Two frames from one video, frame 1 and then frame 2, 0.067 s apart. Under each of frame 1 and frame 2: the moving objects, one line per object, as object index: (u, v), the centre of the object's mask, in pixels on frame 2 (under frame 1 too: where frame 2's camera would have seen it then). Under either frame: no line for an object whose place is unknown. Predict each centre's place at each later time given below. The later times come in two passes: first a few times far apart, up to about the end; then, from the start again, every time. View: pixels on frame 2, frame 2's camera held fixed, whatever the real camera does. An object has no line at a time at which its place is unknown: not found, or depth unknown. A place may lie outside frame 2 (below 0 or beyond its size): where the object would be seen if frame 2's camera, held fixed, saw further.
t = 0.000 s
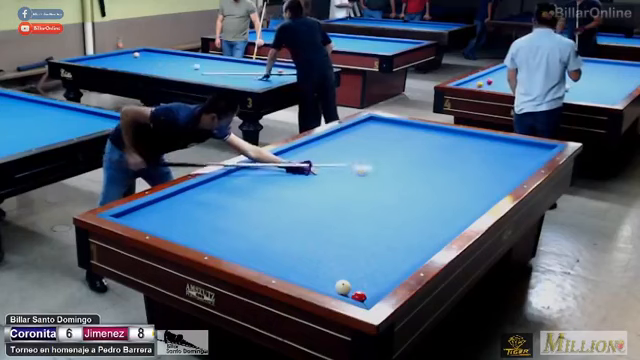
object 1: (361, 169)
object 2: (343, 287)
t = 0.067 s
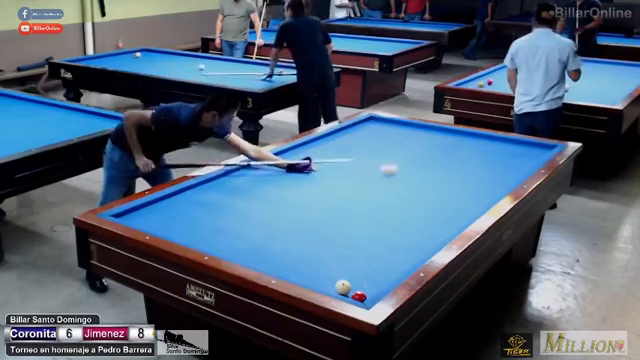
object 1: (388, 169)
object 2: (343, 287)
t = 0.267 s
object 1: (461, 169)
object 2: (343, 287)
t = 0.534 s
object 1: (513, 160)
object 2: (343, 287)
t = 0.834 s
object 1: (486, 140)
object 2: (343, 287)
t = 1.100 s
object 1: (445, 135)
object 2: (343, 287)
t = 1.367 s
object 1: (400, 135)
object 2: (343, 287)
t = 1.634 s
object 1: (355, 135)
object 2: (343, 287)
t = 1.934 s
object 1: (333, 140)
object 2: (343, 287)
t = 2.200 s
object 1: (336, 149)
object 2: (343, 287)
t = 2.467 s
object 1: (339, 159)
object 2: (343, 287)
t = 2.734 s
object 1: (343, 171)
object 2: (343, 287)
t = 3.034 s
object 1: (347, 185)
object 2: (343, 287)
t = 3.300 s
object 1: (351, 199)
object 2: (343, 287)
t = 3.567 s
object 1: (356, 214)
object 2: (343, 287)
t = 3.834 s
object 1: (361, 230)
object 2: (343, 287)
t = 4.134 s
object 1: (368, 251)
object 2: (343, 287)
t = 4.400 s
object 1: (375, 272)
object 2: (343, 287)
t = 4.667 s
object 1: (364, 285)
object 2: (343, 287)
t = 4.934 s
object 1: (356, 288)
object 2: (327, 284)
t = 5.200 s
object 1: (353, 287)
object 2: (321, 281)
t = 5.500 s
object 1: (351, 286)
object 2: (315, 277)
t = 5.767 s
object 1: (350, 286)
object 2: (310, 273)
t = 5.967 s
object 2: (306, 271)
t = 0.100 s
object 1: (400, 169)
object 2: (343, 287)
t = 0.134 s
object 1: (413, 169)
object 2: (343, 287)
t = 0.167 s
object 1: (425, 169)
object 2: (343, 287)
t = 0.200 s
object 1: (437, 169)
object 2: (343, 287)
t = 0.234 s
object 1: (448, 168)
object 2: (343, 287)
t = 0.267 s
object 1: (461, 169)
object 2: (343, 287)
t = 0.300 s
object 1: (472, 168)
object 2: (343, 287)
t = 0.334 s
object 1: (484, 168)
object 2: (343, 287)
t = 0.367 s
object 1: (495, 168)
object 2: (343, 287)
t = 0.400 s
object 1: (507, 168)
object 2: (343, 287)
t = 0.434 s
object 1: (518, 168)
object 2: (343, 287)
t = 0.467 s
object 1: (522, 165)
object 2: (343, 287)
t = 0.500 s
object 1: (518, 163)
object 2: (343, 287)
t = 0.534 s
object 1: (513, 160)
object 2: (343, 287)
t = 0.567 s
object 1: (509, 158)
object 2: (343, 287)
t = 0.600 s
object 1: (505, 155)
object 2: (343, 287)
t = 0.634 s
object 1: (501, 153)
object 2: (343, 287)
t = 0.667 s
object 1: (498, 150)
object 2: (343, 287)
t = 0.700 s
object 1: (495, 148)
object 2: (343, 287)
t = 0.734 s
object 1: (492, 146)
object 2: (343, 287)
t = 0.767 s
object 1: (490, 144)
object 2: (343, 287)
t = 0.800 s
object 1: (488, 141)
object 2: (343, 287)
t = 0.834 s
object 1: (486, 140)
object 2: (343, 287)
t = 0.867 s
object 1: (484, 137)
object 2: (343, 287)
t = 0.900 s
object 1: (482, 136)
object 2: (343, 287)
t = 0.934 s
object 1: (478, 135)
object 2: (343, 287)
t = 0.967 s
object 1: (472, 135)
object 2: (343, 287)
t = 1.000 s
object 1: (465, 135)
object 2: (343, 287)
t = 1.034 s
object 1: (458, 135)
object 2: (343, 287)
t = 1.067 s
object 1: (452, 135)
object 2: (343, 287)
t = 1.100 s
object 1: (445, 135)
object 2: (343, 287)
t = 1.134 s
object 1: (440, 135)
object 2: (343, 287)
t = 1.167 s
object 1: (434, 135)
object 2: (343, 287)
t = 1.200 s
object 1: (429, 135)
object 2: (343, 287)
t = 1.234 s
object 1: (423, 135)
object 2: (343, 287)
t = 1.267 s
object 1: (417, 135)
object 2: (343, 287)
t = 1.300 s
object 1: (411, 135)
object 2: (343, 287)
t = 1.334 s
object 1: (406, 135)
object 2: (343, 287)
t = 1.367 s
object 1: (400, 135)
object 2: (343, 287)
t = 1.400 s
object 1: (394, 135)
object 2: (343, 287)
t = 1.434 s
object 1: (389, 135)
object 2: (343, 287)
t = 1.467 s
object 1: (383, 135)
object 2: (343, 287)
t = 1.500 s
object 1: (377, 135)
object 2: (343, 287)
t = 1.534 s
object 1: (372, 134)
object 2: (343, 287)
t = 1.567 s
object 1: (366, 135)
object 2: (343, 287)
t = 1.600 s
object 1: (361, 134)
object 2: (343, 287)
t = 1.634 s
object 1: (355, 135)
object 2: (343, 287)
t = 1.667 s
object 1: (350, 135)
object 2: (343, 287)
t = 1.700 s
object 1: (344, 134)
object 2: (343, 287)
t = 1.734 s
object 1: (339, 134)
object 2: (343, 287)
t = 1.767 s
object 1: (333, 134)
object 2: (343, 287)
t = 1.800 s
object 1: (329, 135)
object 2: (343, 287)
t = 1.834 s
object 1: (330, 135)
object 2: (343, 287)
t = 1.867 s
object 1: (331, 137)
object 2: (343, 287)
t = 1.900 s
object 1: (332, 138)
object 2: (343, 287)
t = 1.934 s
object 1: (333, 140)
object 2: (343, 287)
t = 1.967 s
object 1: (333, 140)
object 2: (343, 287)
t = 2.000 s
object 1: (334, 141)
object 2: (343, 287)
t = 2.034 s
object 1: (334, 142)
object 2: (343, 287)
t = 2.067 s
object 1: (334, 144)
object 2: (343, 287)
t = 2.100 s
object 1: (335, 145)
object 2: (343, 287)
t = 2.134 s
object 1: (335, 147)
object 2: (343, 287)
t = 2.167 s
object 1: (335, 148)
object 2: (343, 287)
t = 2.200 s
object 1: (336, 149)
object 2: (343, 287)
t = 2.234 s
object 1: (336, 150)
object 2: (343, 287)
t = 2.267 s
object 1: (337, 151)
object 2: (343, 287)
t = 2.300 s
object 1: (338, 152)
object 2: (343, 287)
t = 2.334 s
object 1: (338, 153)
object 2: (343, 287)
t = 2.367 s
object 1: (338, 155)
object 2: (343, 287)
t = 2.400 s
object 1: (338, 156)
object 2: (343, 287)
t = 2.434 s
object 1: (339, 158)
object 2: (343, 287)
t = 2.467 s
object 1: (339, 159)
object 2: (343, 287)
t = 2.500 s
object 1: (340, 161)
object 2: (343, 287)
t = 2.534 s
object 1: (340, 162)
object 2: (343, 287)
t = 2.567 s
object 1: (340, 163)
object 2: (343, 287)
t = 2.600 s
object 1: (341, 165)
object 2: (343, 287)
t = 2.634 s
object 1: (341, 166)
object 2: (343, 287)
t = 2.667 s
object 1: (342, 168)
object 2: (343, 287)
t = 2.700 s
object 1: (342, 169)
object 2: (343, 287)
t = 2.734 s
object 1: (343, 171)
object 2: (343, 287)
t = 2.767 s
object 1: (343, 172)
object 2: (343, 287)
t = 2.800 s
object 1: (344, 174)
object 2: (343, 287)
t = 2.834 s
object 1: (344, 175)
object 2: (343, 287)
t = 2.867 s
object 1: (344, 177)
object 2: (343, 287)
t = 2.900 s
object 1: (345, 178)
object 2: (343, 287)
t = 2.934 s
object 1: (345, 180)
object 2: (343, 287)
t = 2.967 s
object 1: (346, 181)
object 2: (343, 287)
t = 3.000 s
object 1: (347, 183)
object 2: (343, 287)
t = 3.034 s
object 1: (347, 185)
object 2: (343, 287)
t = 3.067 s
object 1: (347, 186)
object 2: (343, 287)
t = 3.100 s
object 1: (348, 188)
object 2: (343, 287)
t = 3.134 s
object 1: (349, 190)
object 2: (343, 287)
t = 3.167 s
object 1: (349, 191)
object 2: (343, 287)
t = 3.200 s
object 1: (349, 193)
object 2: (343, 287)
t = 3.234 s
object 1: (350, 195)
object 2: (343, 287)
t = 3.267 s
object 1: (350, 197)
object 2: (343, 287)
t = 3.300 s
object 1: (351, 199)
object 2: (343, 287)
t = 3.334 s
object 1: (351, 201)
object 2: (343, 287)
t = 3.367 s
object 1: (352, 202)
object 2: (343, 287)
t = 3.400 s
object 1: (353, 204)
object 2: (343, 287)
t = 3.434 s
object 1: (353, 206)
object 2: (343, 287)
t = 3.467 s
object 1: (354, 208)
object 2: (343, 287)
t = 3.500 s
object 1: (355, 210)
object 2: (343, 287)
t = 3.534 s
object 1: (356, 212)
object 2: (343, 287)
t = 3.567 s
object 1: (356, 214)
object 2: (343, 287)
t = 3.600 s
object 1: (357, 216)
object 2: (343, 287)
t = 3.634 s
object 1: (357, 218)
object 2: (343, 287)
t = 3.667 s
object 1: (358, 220)
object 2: (343, 287)
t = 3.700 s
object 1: (359, 222)
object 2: (343, 287)
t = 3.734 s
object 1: (359, 224)
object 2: (343, 287)
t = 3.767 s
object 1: (360, 226)
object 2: (343, 287)
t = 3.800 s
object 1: (361, 228)
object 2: (343, 287)
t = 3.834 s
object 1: (361, 230)
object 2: (343, 287)
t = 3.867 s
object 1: (362, 233)
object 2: (343, 287)
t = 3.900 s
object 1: (363, 235)
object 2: (343, 287)
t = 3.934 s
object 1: (364, 237)
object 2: (343, 287)
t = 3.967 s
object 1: (364, 239)
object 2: (343, 287)
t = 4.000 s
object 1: (365, 242)
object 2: (343, 287)
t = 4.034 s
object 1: (366, 244)
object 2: (343, 287)
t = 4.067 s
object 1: (367, 246)
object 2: (343, 287)
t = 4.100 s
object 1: (367, 248)
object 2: (343, 287)
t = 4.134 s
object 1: (368, 251)
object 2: (343, 287)
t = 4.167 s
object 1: (369, 254)
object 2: (343, 287)
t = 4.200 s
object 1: (370, 256)
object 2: (343, 287)
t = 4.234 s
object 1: (371, 259)
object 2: (343, 287)
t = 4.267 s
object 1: (372, 261)
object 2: (343, 287)
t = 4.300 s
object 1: (373, 264)
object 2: (343, 287)
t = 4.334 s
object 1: (374, 267)
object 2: (343, 287)
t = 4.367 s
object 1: (374, 270)
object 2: (343, 287)
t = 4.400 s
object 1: (375, 272)
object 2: (343, 287)
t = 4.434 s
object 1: (376, 275)
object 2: (343, 287)
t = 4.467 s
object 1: (377, 278)
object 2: (343, 287)
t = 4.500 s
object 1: (378, 280)
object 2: (343, 287)
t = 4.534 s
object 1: (377, 282)
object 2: (343, 287)
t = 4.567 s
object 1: (374, 284)
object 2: (343, 287)
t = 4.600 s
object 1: (370, 283)
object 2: (343, 287)
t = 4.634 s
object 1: (367, 284)
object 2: (343, 287)
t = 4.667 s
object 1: (364, 285)
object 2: (343, 287)
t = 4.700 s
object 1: (360, 286)
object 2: (343, 287)
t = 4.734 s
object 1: (359, 286)
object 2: (342, 286)
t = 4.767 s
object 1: (358, 286)
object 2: (338, 286)
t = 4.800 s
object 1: (358, 287)
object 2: (336, 286)
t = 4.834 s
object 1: (357, 288)
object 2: (334, 285)
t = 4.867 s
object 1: (356, 288)
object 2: (331, 285)
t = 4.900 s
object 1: (356, 288)
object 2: (329, 285)
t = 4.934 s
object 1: (356, 288)
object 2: (327, 284)
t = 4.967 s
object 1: (356, 288)
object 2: (326, 284)
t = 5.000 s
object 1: (355, 288)
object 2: (325, 283)
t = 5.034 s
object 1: (355, 287)
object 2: (323, 283)
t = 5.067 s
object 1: (355, 287)
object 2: (323, 283)
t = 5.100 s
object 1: (354, 287)
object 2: (323, 282)
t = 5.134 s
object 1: (354, 287)
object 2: (322, 282)
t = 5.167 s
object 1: (354, 287)
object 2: (322, 281)
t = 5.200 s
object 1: (353, 287)
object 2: (321, 281)
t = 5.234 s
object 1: (353, 287)
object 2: (320, 280)
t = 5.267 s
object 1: (353, 287)
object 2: (319, 280)
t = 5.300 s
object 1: (353, 287)
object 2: (319, 280)
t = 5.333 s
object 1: (352, 287)
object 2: (319, 279)
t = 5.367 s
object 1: (352, 287)
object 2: (318, 279)
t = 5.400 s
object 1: (352, 287)
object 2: (318, 279)
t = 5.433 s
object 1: (352, 287)
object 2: (317, 278)
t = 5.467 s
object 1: (352, 287)
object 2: (316, 278)
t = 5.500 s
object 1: (351, 286)
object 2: (315, 277)
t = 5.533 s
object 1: (351, 286)
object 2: (314, 276)
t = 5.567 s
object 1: (351, 286)
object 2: (313, 276)
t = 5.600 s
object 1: (351, 286)
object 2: (313, 275)
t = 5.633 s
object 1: (351, 286)
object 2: (312, 275)
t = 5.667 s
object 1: (351, 286)
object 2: (312, 275)
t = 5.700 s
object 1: (350, 286)
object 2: (311, 274)
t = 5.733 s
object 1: (350, 286)
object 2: (310, 274)
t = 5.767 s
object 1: (350, 286)
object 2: (310, 273)
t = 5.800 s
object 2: (309, 273)
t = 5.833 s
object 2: (308, 273)
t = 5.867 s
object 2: (308, 272)
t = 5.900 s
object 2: (307, 272)
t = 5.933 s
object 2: (307, 271)
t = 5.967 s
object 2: (306, 271)
